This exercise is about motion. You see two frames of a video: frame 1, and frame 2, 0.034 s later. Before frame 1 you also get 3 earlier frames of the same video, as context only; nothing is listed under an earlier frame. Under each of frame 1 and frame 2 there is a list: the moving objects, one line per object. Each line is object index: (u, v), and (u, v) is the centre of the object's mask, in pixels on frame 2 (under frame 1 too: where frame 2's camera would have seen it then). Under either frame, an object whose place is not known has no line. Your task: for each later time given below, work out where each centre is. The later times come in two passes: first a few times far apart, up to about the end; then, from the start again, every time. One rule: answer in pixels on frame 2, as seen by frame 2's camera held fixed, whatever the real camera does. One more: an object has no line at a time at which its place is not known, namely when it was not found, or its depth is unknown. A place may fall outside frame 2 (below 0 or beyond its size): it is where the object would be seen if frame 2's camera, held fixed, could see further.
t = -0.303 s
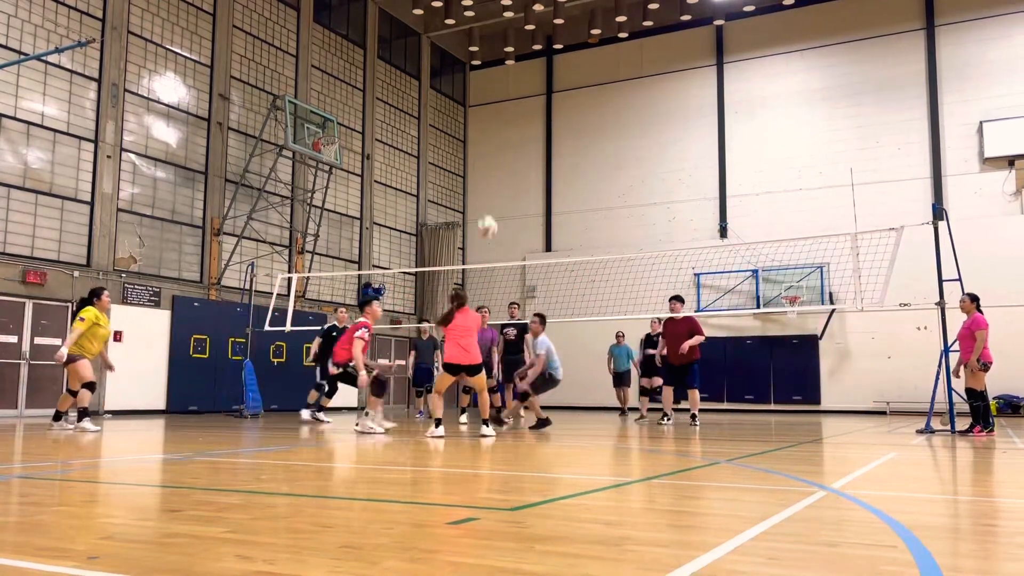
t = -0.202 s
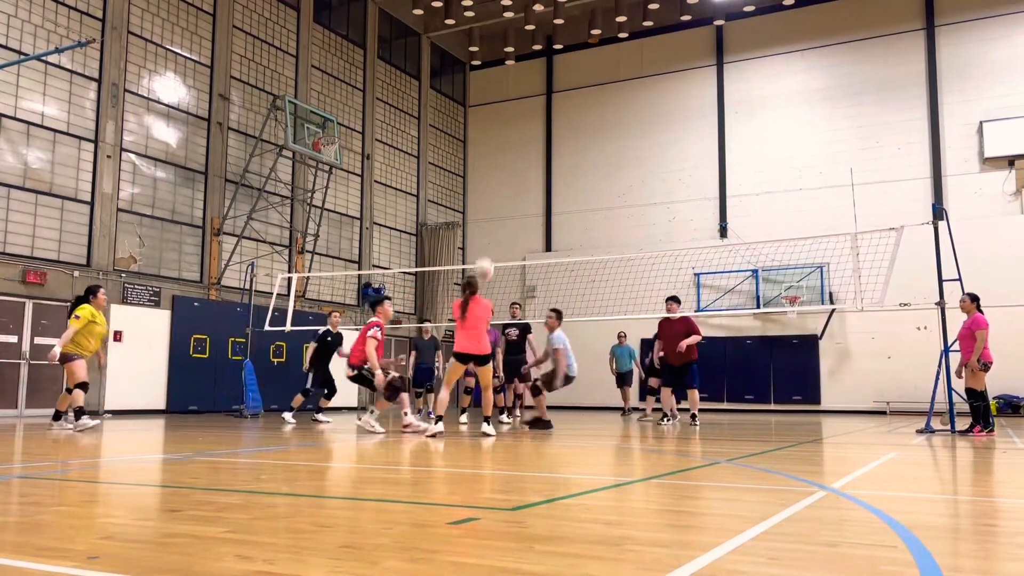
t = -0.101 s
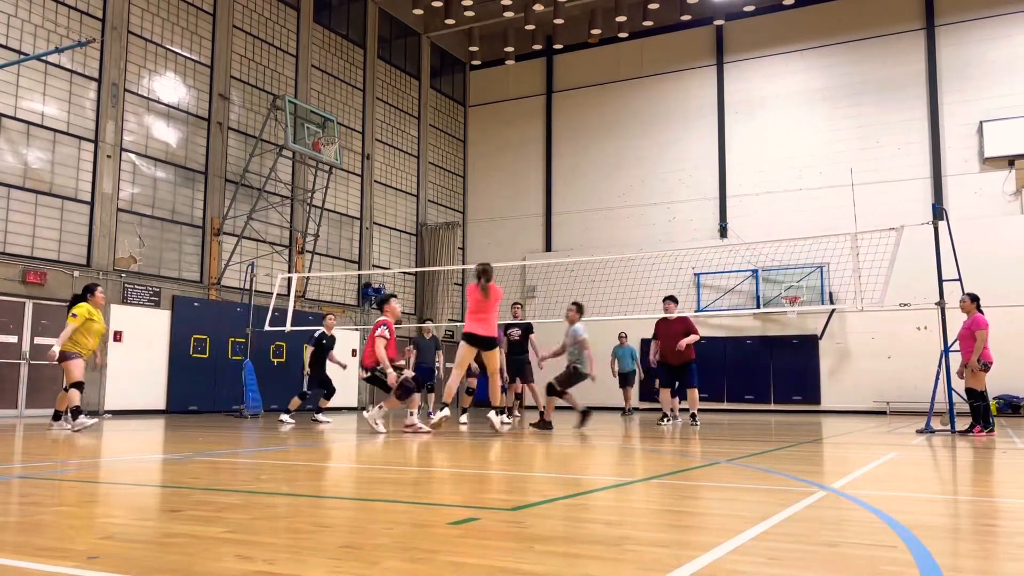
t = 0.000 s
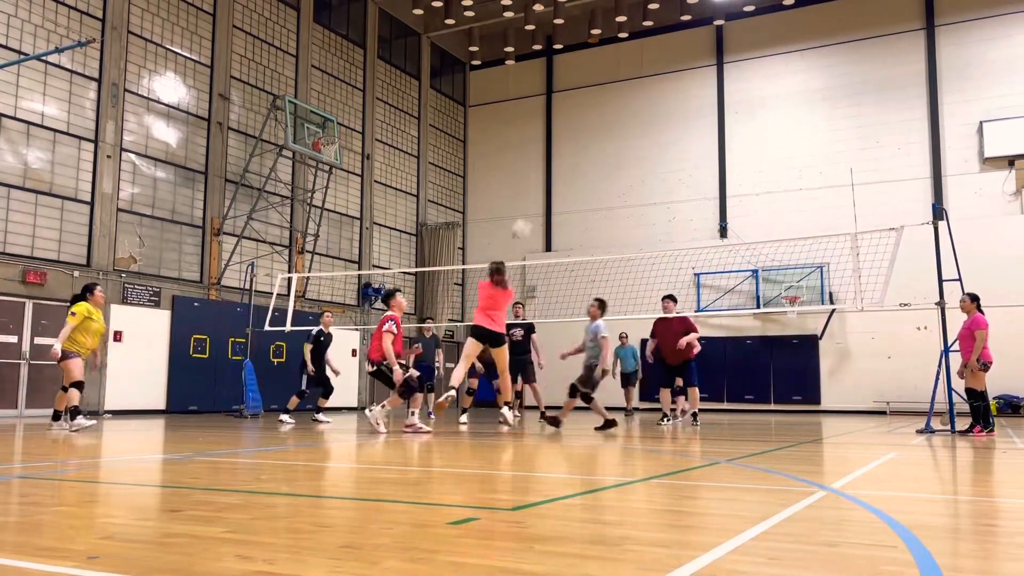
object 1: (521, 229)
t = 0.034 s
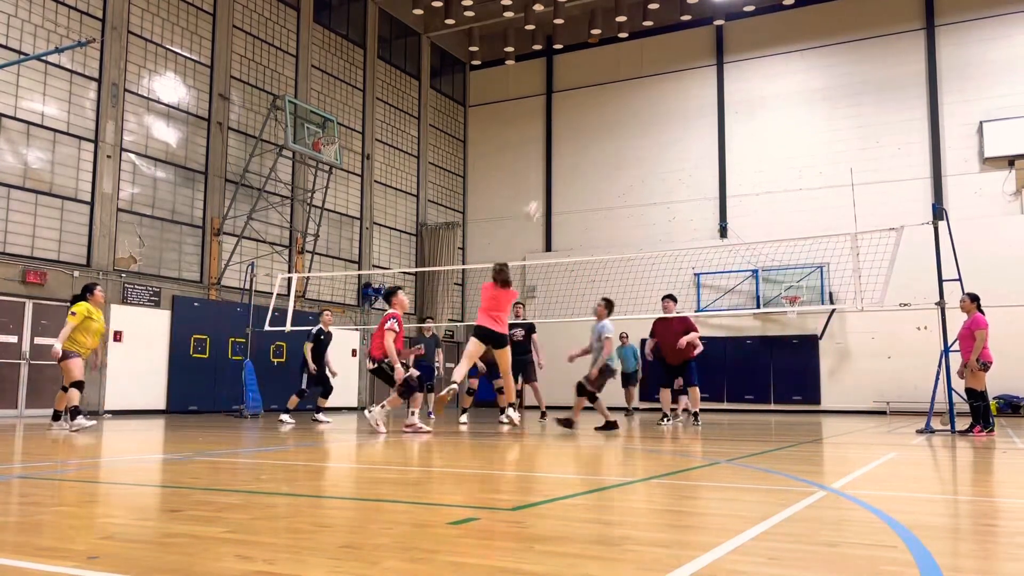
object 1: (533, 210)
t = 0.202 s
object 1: (579, 138)
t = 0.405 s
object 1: (626, 92)
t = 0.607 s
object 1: (668, 80)
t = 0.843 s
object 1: (708, 102)
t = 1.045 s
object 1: (740, 144)
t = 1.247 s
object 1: (768, 206)
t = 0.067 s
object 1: (541, 194)
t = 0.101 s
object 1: (551, 177)
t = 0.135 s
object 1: (560, 163)
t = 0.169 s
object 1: (570, 149)
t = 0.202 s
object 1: (579, 138)
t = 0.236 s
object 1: (587, 128)
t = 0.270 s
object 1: (595, 119)
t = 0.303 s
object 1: (603, 110)
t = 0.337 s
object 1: (611, 103)
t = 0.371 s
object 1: (620, 97)
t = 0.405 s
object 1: (626, 92)
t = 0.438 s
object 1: (634, 87)
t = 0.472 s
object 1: (641, 85)
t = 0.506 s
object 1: (648, 81)
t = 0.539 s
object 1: (655, 81)
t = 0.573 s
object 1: (661, 80)
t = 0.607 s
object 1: (668, 80)
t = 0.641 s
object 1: (675, 81)
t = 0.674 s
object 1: (680, 82)
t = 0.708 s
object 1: (685, 86)
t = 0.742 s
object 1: (692, 88)
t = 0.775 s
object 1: (697, 93)
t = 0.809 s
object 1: (703, 96)
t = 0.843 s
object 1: (708, 102)
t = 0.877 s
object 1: (714, 107)
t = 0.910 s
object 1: (719, 113)
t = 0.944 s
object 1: (724, 120)
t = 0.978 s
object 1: (730, 127)
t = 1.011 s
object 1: (735, 135)
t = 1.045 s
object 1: (740, 144)
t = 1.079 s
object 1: (745, 153)
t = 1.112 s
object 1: (750, 162)
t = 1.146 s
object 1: (755, 172)
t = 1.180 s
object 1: (759, 182)
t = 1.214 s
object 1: (763, 194)
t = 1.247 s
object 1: (768, 206)
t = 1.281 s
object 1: (772, 217)
